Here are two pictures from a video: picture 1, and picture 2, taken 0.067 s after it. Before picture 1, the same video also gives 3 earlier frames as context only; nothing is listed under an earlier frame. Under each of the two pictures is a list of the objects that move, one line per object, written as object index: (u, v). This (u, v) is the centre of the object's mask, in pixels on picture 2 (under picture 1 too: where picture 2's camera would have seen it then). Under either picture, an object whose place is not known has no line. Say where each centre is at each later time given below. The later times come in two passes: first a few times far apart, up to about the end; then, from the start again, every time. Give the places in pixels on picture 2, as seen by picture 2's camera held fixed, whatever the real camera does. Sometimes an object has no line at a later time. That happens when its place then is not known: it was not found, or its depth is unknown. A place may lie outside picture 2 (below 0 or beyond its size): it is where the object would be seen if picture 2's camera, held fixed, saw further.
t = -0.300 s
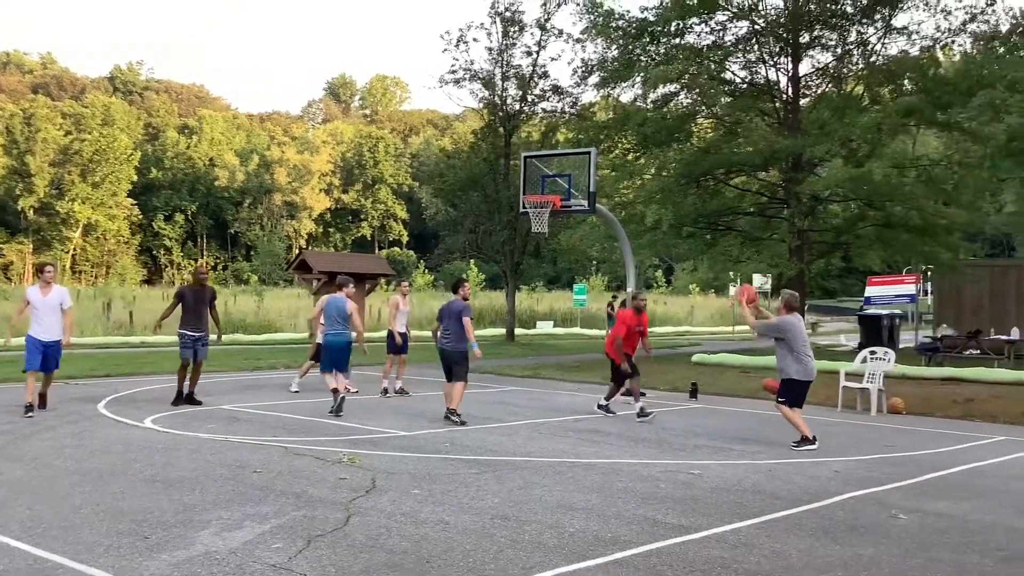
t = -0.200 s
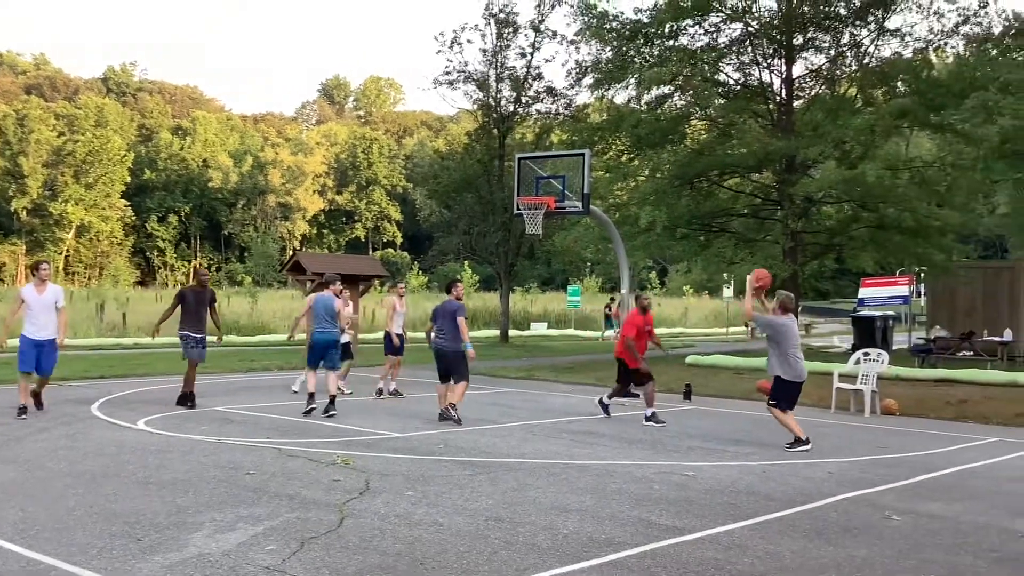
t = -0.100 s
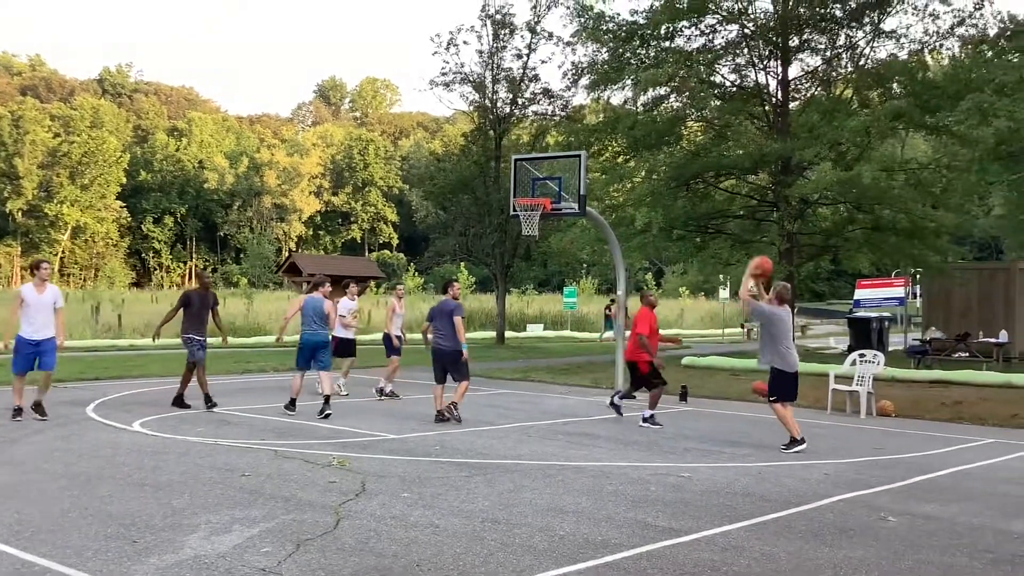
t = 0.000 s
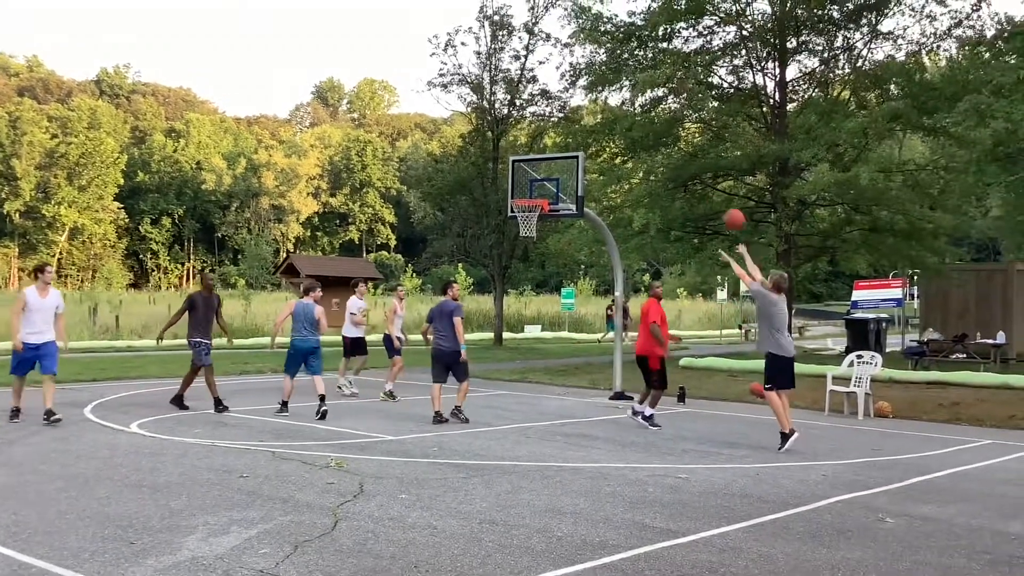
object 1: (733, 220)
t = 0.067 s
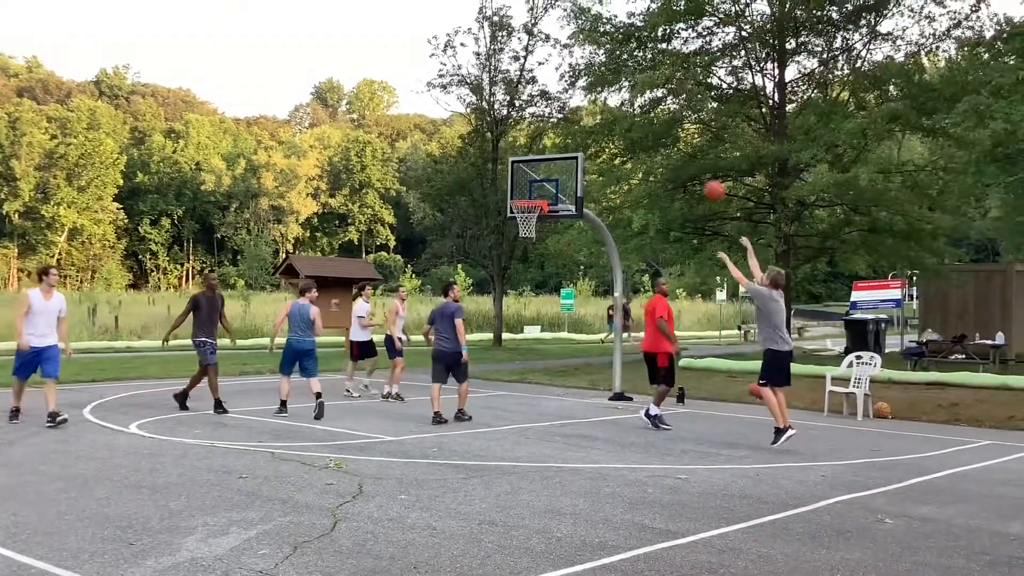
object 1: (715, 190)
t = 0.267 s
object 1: (663, 134)
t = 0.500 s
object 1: (611, 114)
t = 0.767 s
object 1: (560, 140)
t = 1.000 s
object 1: (520, 195)
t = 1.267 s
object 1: (569, 170)
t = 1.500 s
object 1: (614, 186)
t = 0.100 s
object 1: (705, 178)
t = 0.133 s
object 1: (696, 168)
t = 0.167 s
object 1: (688, 156)
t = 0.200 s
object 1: (678, 148)
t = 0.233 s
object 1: (671, 140)
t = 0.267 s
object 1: (663, 134)
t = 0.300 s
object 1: (655, 127)
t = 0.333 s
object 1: (647, 124)
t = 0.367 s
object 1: (640, 120)
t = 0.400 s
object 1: (631, 117)
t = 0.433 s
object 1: (624, 115)
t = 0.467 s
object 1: (613, 114)
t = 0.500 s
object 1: (611, 114)
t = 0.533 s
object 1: (604, 114)
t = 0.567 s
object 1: (599, 116)
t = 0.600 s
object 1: (591, 119)
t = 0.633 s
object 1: (586, 121)
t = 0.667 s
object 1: (578, 126)
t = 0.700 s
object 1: (574, 127)
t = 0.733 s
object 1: (565, 136)
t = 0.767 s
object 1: (560, 140)
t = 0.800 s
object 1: (553, 148)
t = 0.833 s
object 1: (549, 152)
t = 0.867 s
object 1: (542, 163)
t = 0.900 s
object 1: (535, 171)
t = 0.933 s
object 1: (531, 179)
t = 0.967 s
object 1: (526, 191)
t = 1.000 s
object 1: (520, 195)
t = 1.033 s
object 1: (526, 192)
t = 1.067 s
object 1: (533, 187)
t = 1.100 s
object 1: (537, 183)
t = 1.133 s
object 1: (544, 179)
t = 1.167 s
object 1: (551, 176)
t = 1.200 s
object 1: (556, 173)
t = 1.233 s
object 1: (563, 172)
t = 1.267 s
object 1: (569, 170)
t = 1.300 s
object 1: (574, 169)
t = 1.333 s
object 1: (581, 171)
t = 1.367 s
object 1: (588, 172)
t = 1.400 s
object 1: (594, 174)
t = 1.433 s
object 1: (601, 178)
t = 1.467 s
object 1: (609, 181)
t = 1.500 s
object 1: (614, 186)
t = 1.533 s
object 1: (622, 192)
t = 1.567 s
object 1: (628, 197)
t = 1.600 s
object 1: (636, 206)
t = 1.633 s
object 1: (642, 213)
